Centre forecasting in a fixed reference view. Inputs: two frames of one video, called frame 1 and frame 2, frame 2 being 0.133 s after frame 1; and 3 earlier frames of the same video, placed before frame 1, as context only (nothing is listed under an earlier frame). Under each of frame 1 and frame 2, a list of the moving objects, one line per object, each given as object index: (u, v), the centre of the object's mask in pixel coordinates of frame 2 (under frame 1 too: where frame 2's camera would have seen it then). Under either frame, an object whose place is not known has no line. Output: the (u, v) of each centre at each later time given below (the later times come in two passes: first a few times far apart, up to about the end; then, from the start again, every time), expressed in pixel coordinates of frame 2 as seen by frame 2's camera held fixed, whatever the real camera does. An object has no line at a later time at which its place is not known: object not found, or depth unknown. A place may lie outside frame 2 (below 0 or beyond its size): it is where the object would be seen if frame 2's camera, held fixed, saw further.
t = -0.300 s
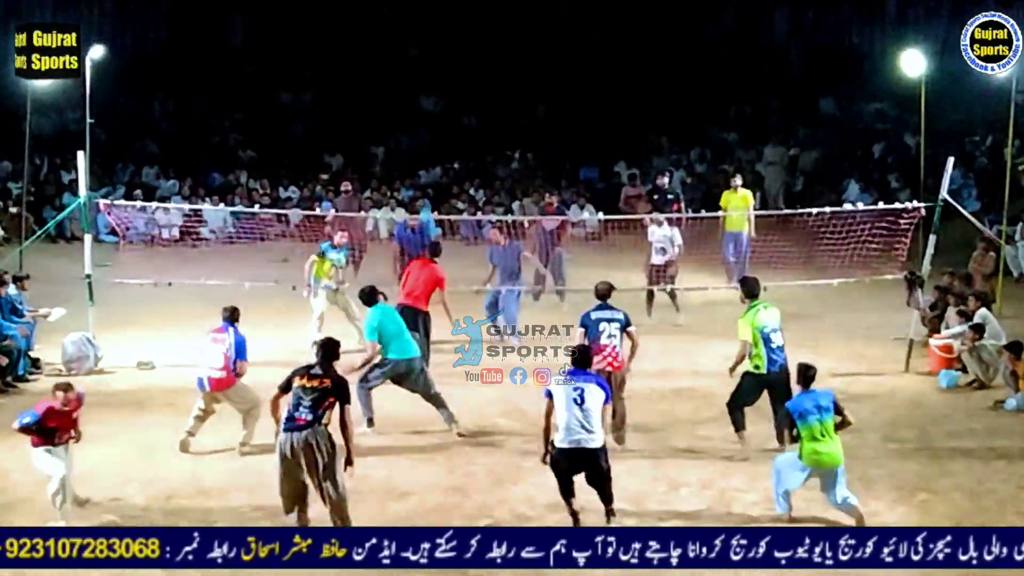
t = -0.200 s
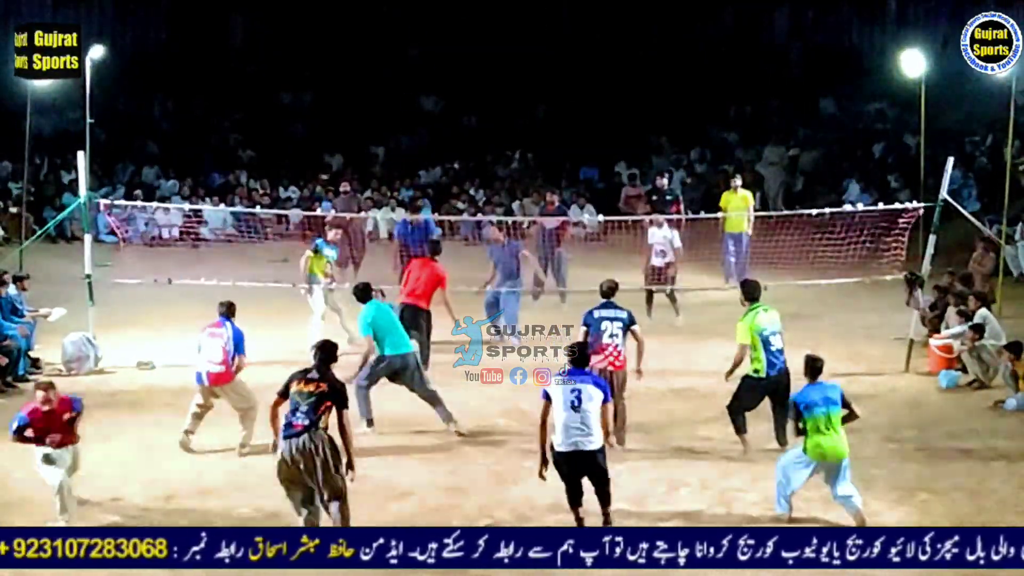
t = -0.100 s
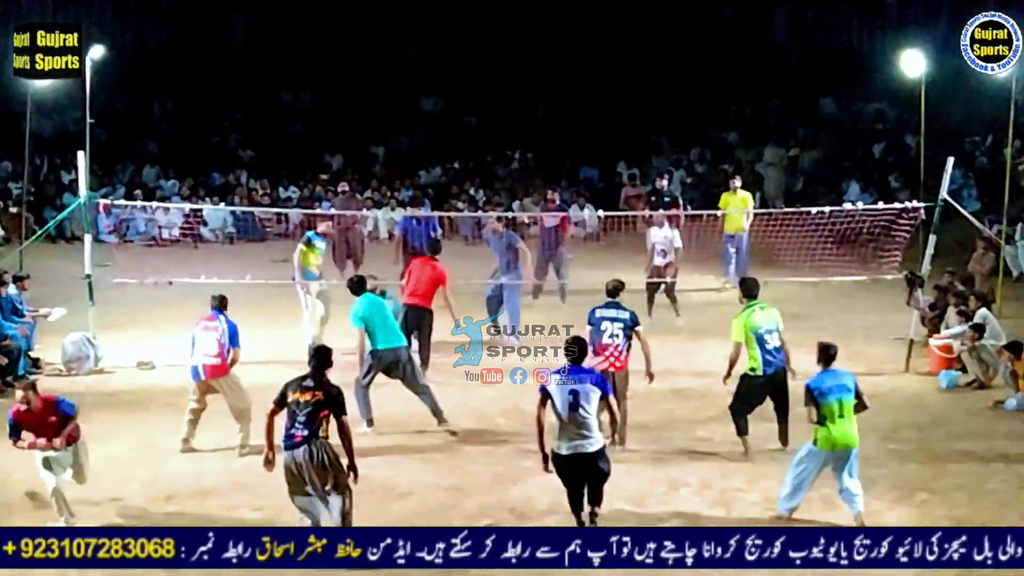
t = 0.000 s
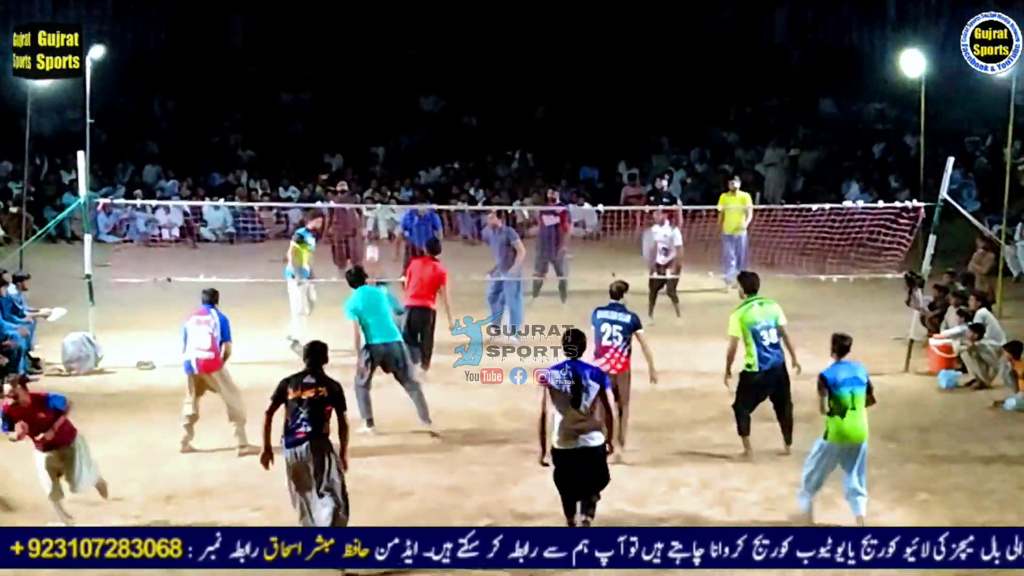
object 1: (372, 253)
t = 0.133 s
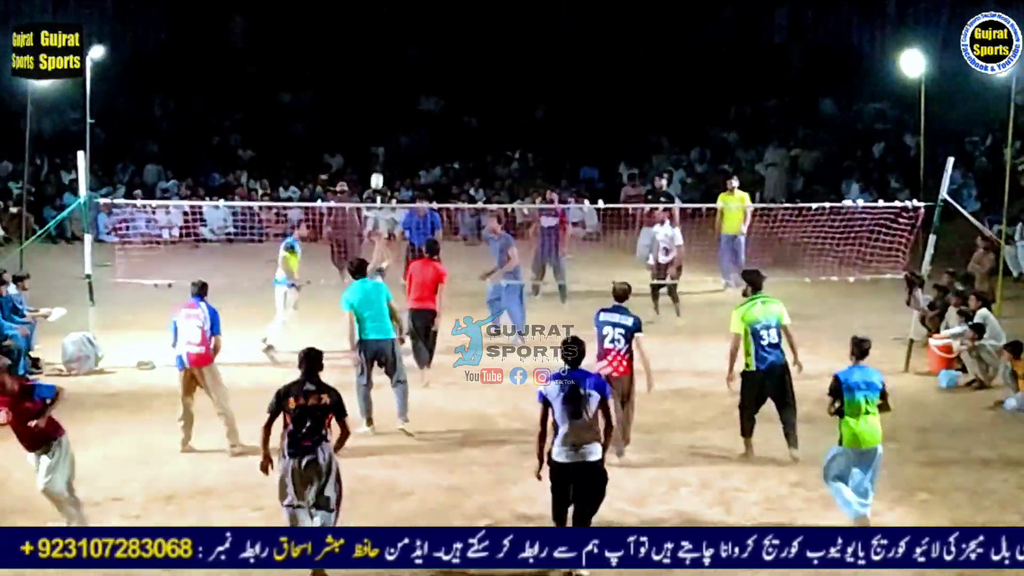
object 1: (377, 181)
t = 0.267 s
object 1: (380, 124)
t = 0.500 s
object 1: (388, 60)
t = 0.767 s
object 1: (398, 42)
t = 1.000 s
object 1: (407, 71)
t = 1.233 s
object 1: (414, 138)
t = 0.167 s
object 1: (379, 166)
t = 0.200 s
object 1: (379, 150)
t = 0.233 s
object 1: (380, 137)
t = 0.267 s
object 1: (380, 124)
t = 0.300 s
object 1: (381, 112)
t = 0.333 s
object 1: (382, 101)
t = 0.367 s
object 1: (384, 91)
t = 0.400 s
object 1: (385, 81)
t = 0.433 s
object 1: (386, 73)
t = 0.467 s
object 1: (386, 66)
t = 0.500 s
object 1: (388, 60)
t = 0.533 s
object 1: (389, 54)
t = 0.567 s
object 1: (391, 50)
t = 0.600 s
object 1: (393, 46)
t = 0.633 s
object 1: (394, 44)
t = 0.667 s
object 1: (395, 42)
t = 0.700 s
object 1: (396, 41)
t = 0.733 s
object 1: (397, 41)
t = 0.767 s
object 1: (398, 42)
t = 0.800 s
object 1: (399, 44)
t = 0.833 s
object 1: (400, 46)
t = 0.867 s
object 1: (402, 49)
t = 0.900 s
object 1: (403, 54)
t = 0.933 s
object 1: (404, 59)
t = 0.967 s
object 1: (405, 65)
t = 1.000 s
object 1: (407, 71)
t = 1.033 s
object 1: (407, 78)
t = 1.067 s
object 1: (409, 86)
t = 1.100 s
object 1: (410, 95)
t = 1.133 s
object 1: (411, 105)
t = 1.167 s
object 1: (412, 115)
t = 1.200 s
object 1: (413, 126)
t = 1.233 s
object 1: (414, 138)
